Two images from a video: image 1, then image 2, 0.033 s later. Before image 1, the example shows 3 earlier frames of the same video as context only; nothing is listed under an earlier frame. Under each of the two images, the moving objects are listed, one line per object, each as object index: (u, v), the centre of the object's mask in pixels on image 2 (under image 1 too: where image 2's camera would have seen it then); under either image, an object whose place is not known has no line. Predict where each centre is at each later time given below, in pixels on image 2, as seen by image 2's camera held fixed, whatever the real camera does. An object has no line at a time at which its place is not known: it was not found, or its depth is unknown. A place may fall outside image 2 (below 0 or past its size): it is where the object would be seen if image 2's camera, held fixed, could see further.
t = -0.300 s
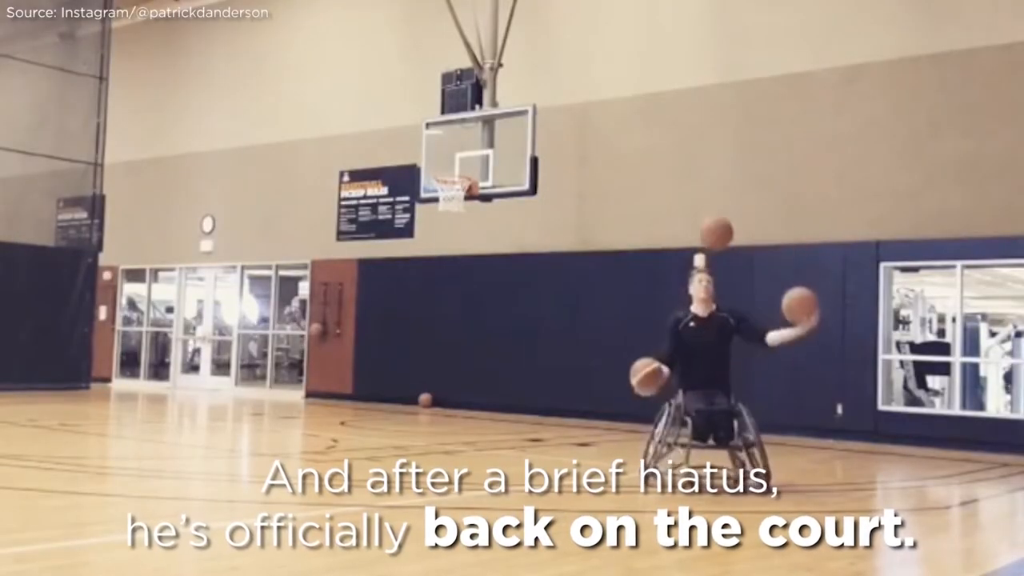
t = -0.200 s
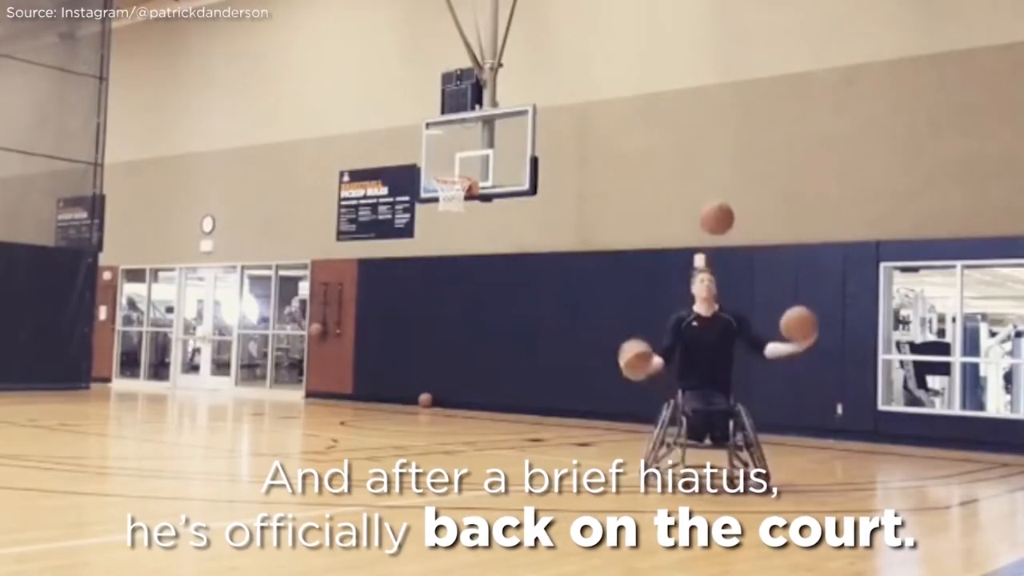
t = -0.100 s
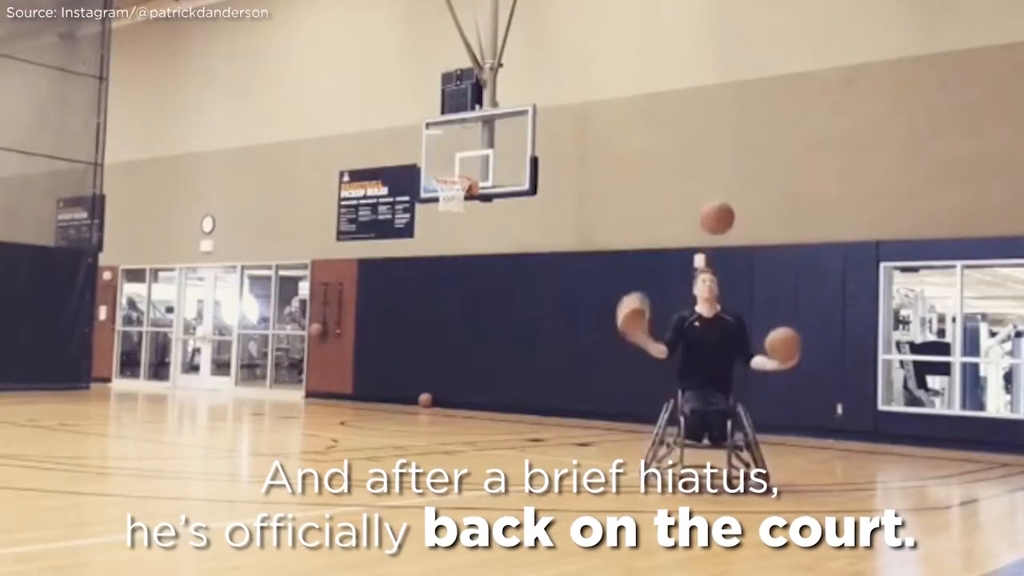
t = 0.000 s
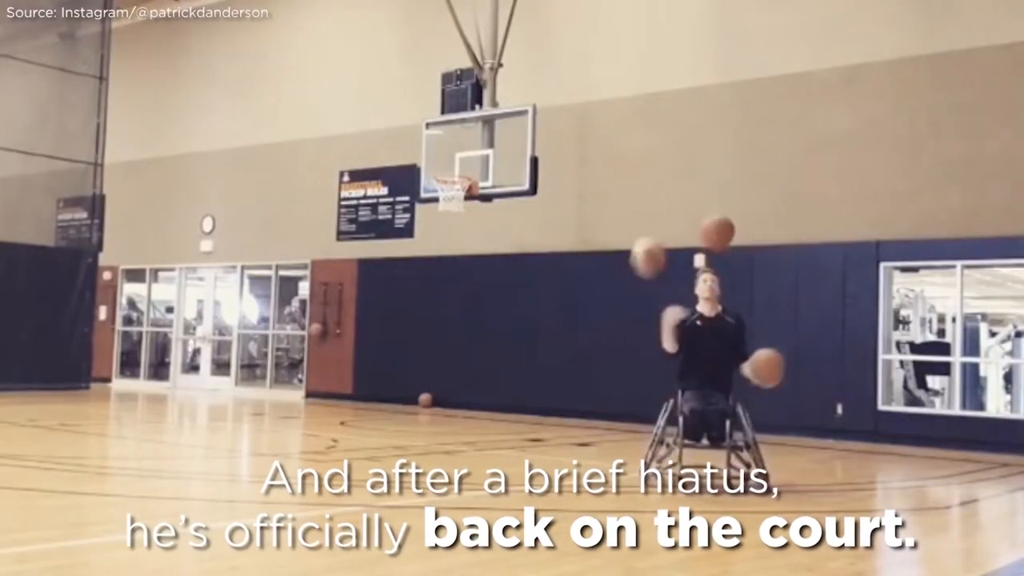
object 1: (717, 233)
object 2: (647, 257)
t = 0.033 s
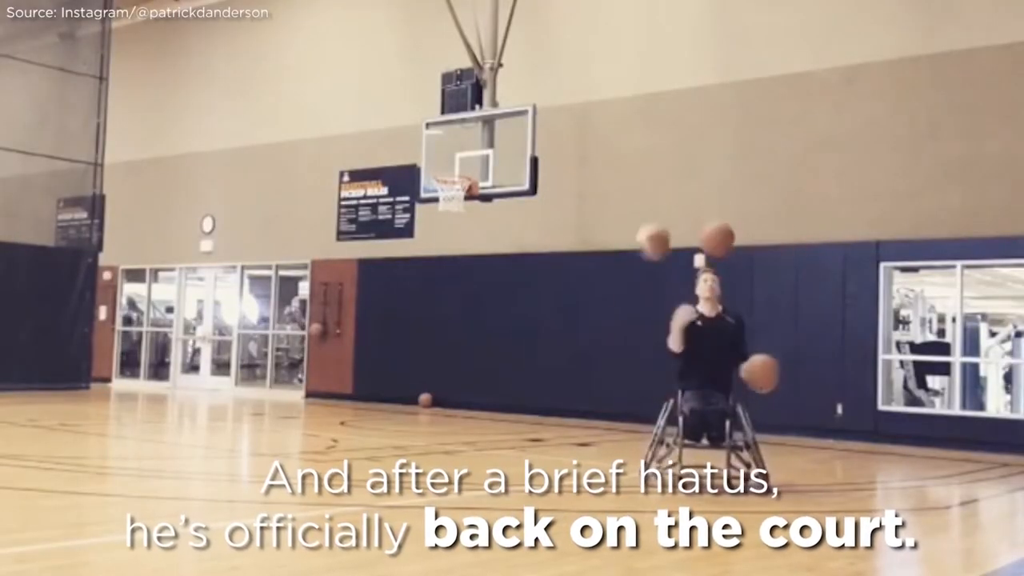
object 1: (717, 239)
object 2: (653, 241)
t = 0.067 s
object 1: (716, 248)
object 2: (658, 224)
